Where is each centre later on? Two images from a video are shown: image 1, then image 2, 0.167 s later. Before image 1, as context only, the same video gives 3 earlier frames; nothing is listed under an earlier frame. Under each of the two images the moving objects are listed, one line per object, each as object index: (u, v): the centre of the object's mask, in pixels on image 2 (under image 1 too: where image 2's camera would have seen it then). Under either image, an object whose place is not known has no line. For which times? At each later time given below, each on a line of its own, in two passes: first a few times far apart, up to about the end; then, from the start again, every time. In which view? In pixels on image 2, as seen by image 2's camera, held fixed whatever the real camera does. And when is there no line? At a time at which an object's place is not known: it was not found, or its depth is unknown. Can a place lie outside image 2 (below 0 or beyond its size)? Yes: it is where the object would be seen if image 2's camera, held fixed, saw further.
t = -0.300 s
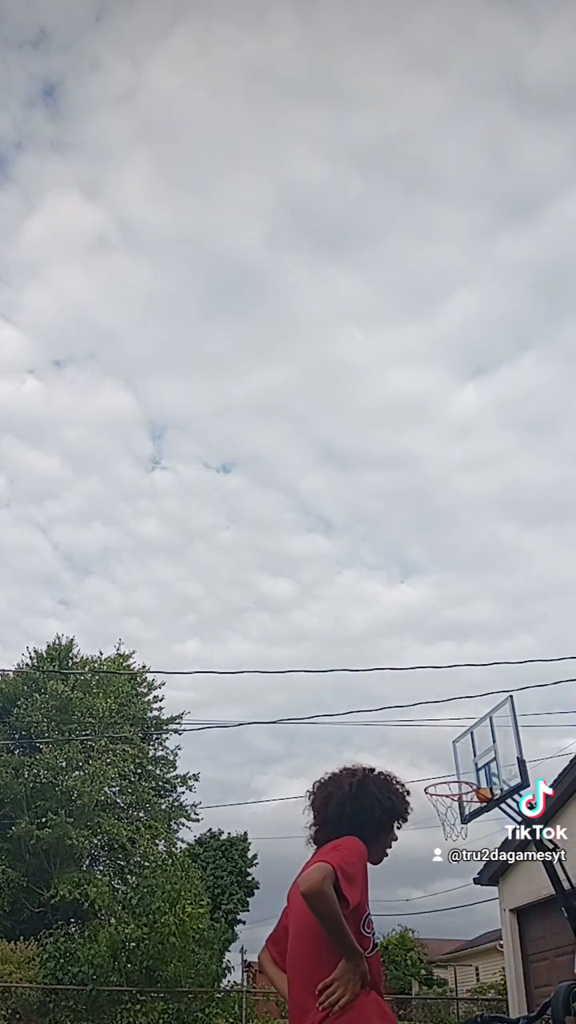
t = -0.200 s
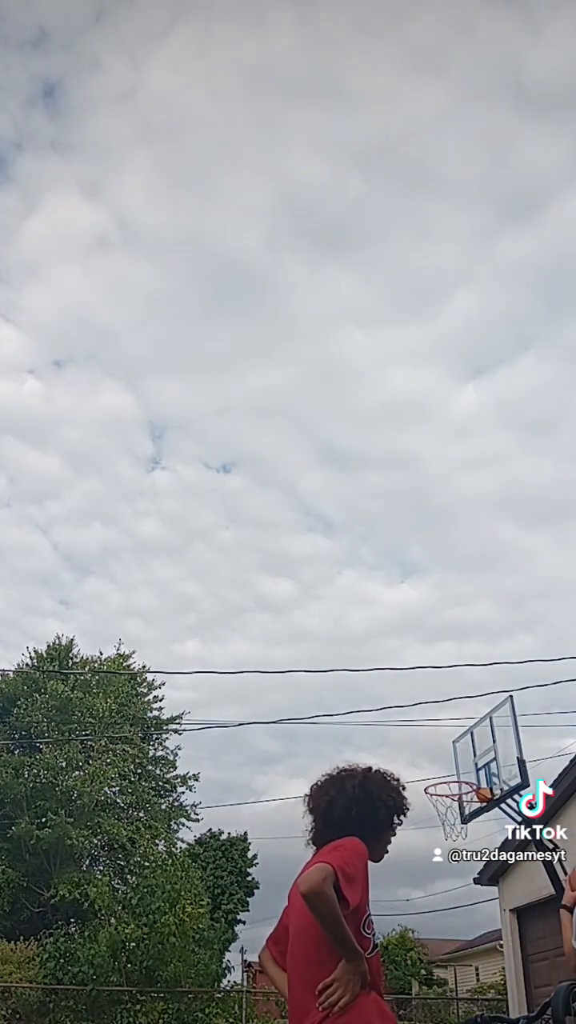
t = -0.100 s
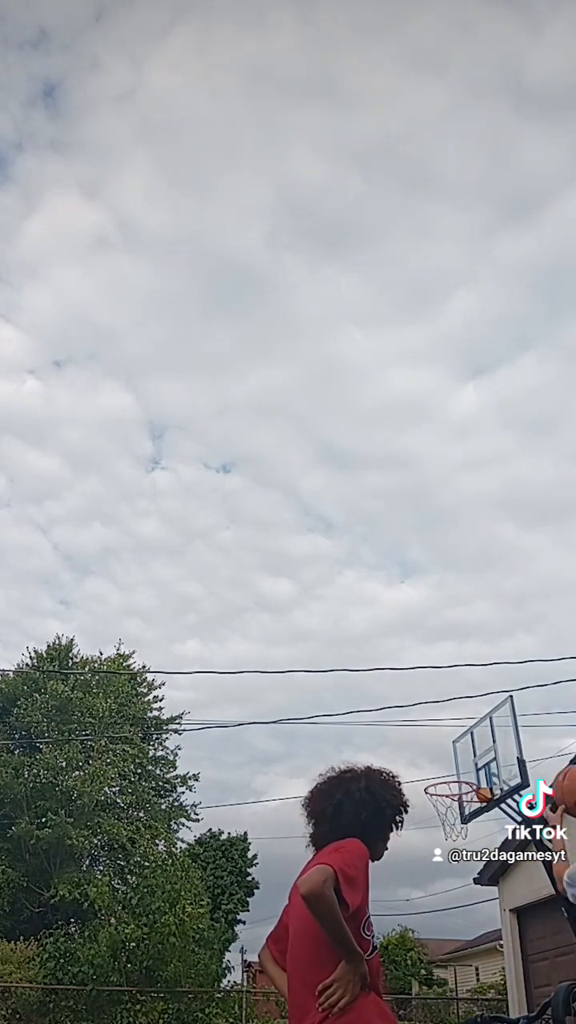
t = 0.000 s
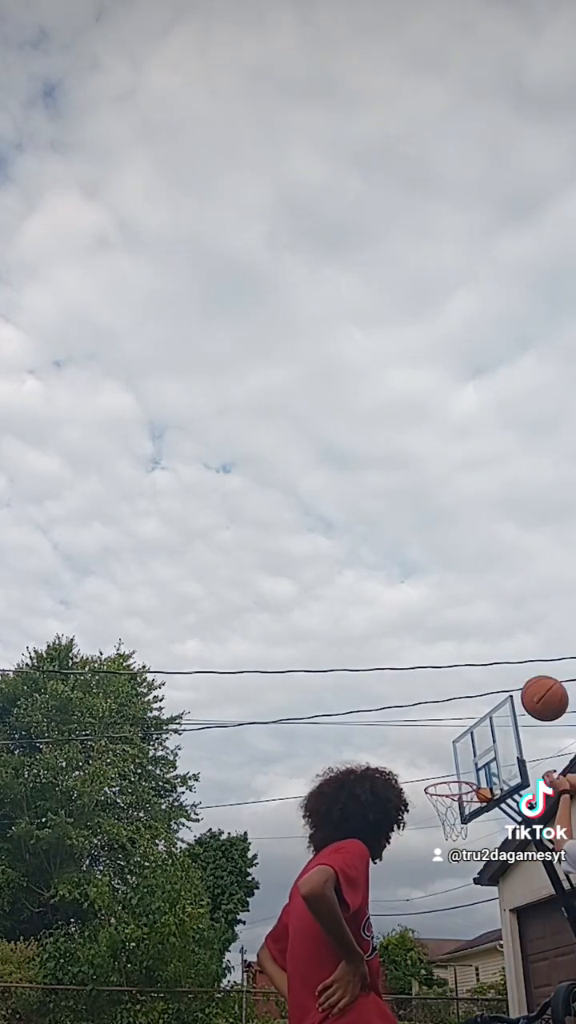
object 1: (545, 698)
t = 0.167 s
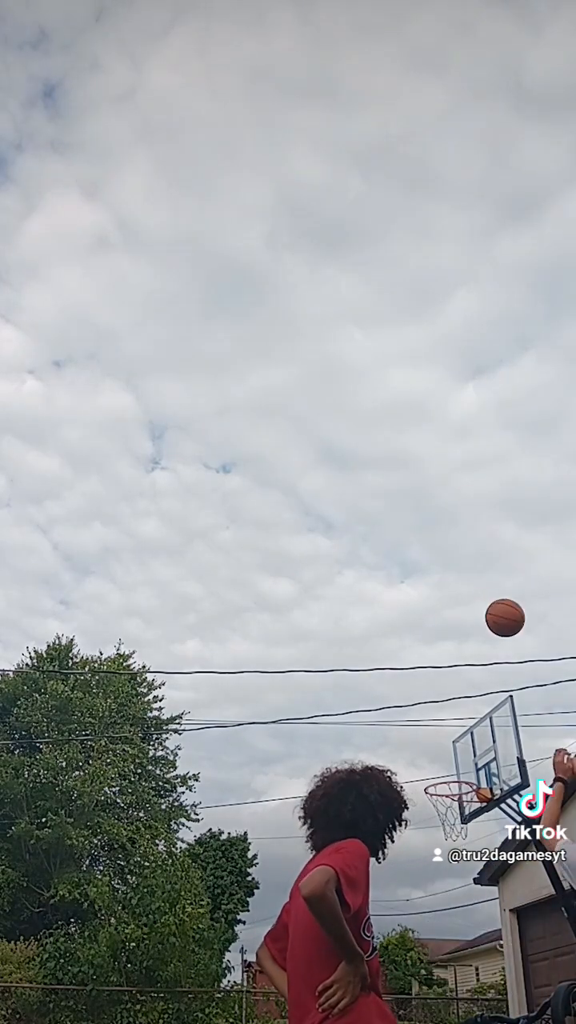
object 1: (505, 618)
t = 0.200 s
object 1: (499, 609)
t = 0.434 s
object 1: (469, 597)
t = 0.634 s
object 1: (454, 635)
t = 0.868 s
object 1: (445, 726)
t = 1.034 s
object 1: (442, 824)
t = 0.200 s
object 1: (499, 609)
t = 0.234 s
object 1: (494, 603)
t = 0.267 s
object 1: (489, 598)
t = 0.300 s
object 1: (484, 595)
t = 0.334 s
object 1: (480, 593)
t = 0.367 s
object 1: (476, 593)
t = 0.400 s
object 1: (472, 594)
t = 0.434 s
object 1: (469, 597)
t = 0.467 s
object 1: (466, 600)
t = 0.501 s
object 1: (463, 605)
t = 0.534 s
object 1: (461, 611)
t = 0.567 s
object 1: (458, 618)
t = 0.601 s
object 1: (456, 626)
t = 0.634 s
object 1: (454, 635)
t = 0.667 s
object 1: (452, 644)
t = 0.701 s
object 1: (451, 655)
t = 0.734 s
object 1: (449, 668)
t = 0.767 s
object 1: (448, 681)
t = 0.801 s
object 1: (447, 695)
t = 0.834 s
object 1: (446, 710)
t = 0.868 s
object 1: (445, 726)
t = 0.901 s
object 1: (444, 744)
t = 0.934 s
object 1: (443, 762)
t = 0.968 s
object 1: (442, 781)
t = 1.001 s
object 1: (442, 802)
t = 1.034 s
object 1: (442, 824)
